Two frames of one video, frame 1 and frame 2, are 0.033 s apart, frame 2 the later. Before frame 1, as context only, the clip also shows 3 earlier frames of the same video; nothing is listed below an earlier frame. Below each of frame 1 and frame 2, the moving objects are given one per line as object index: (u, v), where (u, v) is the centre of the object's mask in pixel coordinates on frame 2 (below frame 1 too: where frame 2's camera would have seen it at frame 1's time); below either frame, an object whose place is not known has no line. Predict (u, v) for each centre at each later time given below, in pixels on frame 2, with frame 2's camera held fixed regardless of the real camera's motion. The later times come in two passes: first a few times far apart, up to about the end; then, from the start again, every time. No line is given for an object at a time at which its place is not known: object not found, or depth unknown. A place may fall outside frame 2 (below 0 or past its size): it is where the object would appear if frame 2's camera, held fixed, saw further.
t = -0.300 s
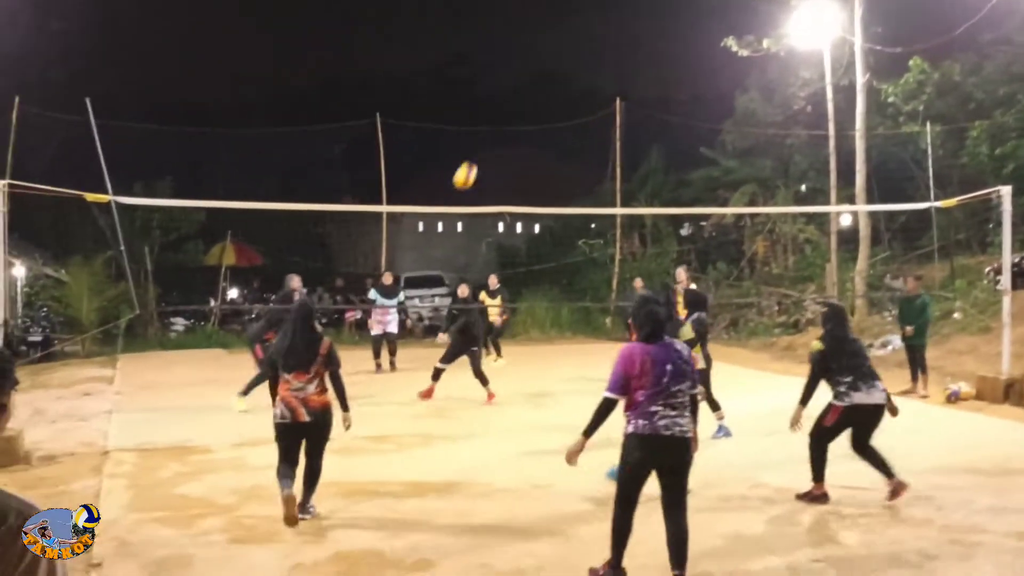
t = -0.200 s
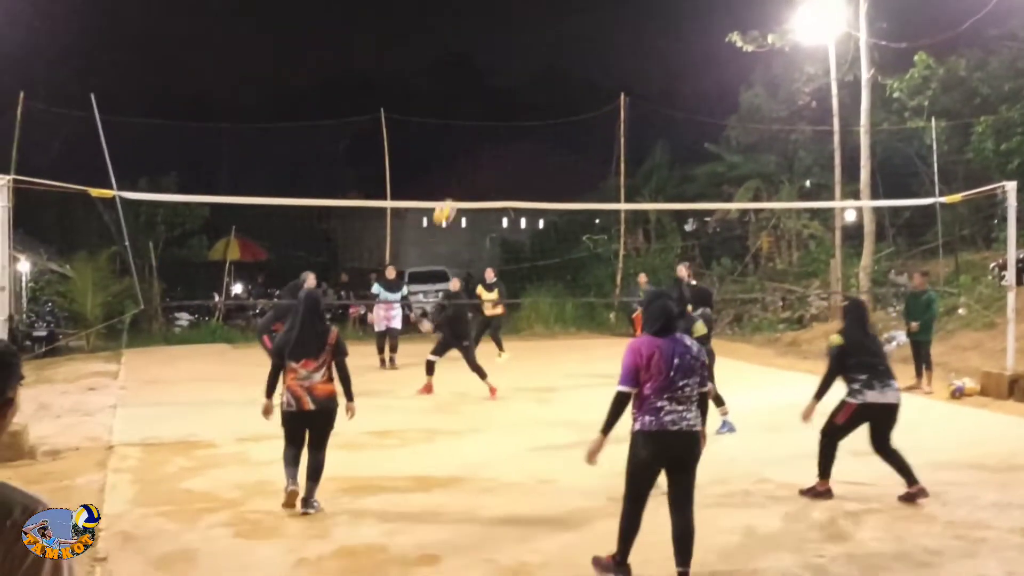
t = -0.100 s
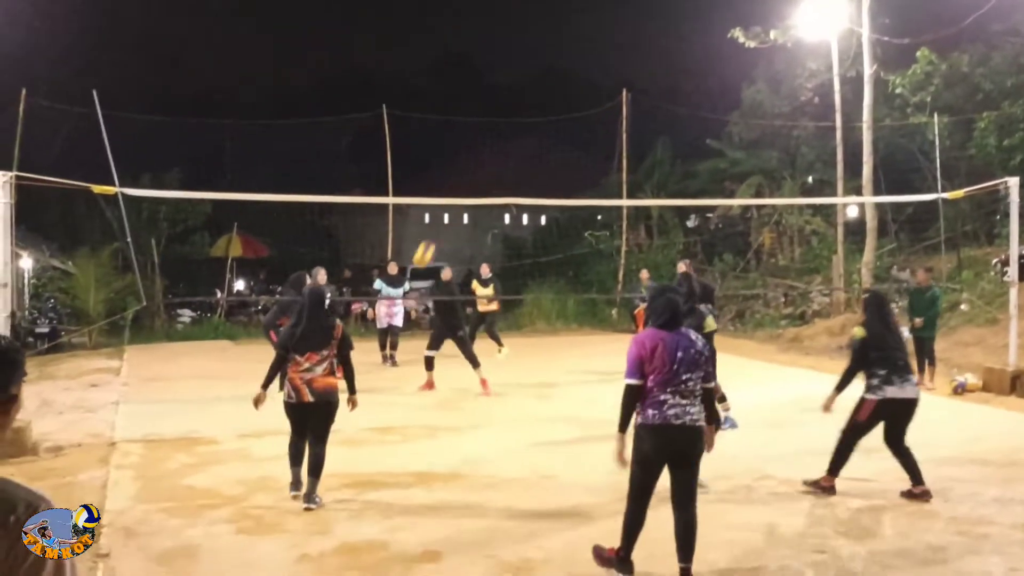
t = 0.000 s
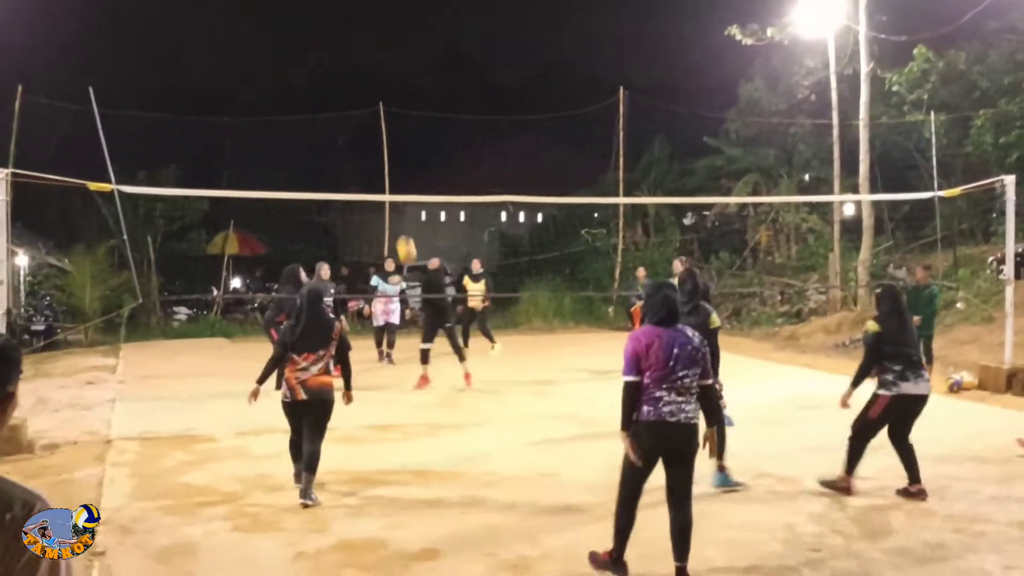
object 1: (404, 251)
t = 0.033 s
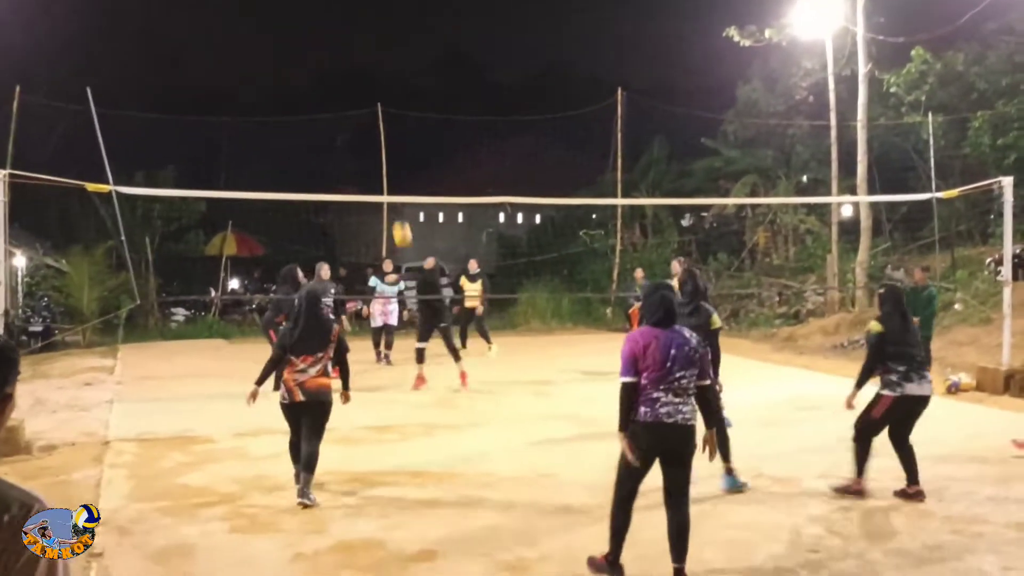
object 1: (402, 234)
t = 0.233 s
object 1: (388, 150)
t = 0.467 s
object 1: (371, 94)
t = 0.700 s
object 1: (353, 86)
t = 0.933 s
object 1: (336, 125)
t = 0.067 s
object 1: (399, 218)
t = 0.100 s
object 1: (397, 202)
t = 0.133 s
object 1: (395, 186)
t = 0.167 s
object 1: (393, 174)
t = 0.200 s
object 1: (391, 161)
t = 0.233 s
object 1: (388, 150)
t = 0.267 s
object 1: (386, 139)
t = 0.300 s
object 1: (383, 128)
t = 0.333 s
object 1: (381, 120)
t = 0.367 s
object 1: (378, 112)
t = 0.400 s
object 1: (376, 105)
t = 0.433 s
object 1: (373, 99)
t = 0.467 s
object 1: (371, 94)
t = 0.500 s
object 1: (368, 90)
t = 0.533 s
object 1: (366, 87)
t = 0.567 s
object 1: (363, 85)
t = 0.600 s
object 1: (361, 84)
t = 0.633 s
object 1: (358, 83)
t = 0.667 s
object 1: (356, 84)
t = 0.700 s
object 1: (353, 86)
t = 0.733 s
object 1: (350, 89)
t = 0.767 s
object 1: (348, 93)
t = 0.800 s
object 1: (345, 97)
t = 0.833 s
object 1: (343, 103)
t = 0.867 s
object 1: (340, 109)
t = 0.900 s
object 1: (338, 117)
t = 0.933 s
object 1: (336, 125)
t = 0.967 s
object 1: (333, 135)
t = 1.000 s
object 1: (331, 145)
